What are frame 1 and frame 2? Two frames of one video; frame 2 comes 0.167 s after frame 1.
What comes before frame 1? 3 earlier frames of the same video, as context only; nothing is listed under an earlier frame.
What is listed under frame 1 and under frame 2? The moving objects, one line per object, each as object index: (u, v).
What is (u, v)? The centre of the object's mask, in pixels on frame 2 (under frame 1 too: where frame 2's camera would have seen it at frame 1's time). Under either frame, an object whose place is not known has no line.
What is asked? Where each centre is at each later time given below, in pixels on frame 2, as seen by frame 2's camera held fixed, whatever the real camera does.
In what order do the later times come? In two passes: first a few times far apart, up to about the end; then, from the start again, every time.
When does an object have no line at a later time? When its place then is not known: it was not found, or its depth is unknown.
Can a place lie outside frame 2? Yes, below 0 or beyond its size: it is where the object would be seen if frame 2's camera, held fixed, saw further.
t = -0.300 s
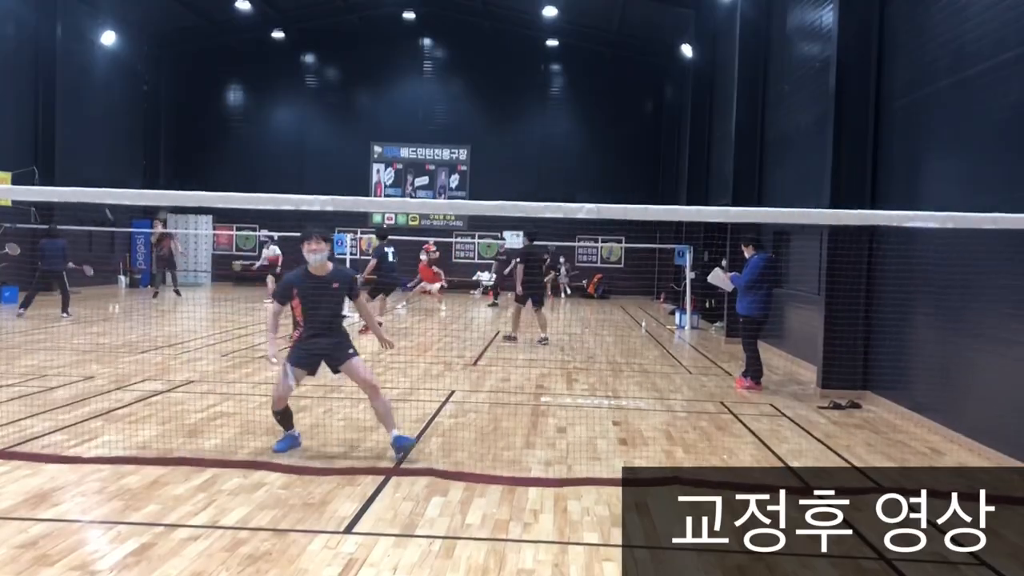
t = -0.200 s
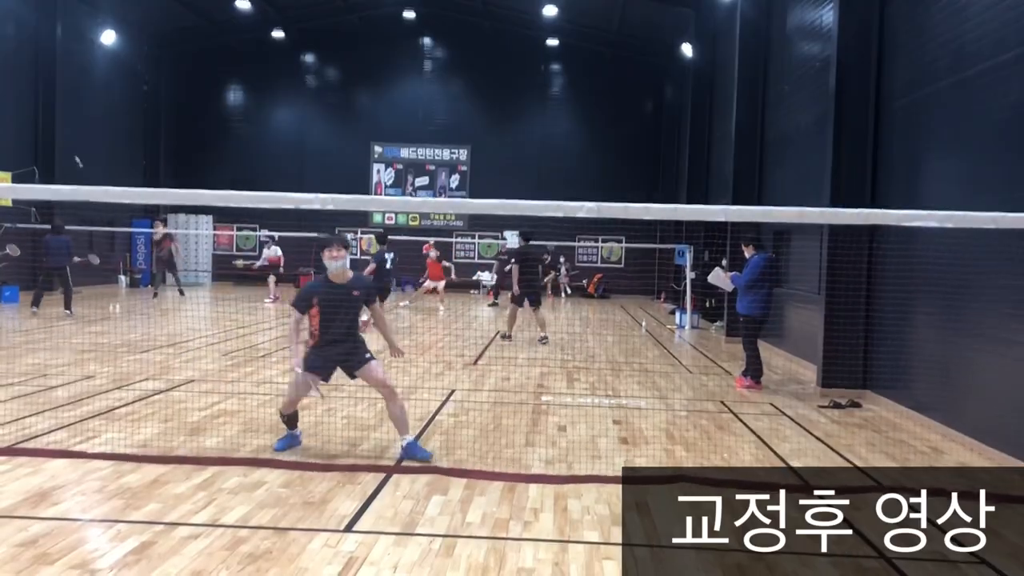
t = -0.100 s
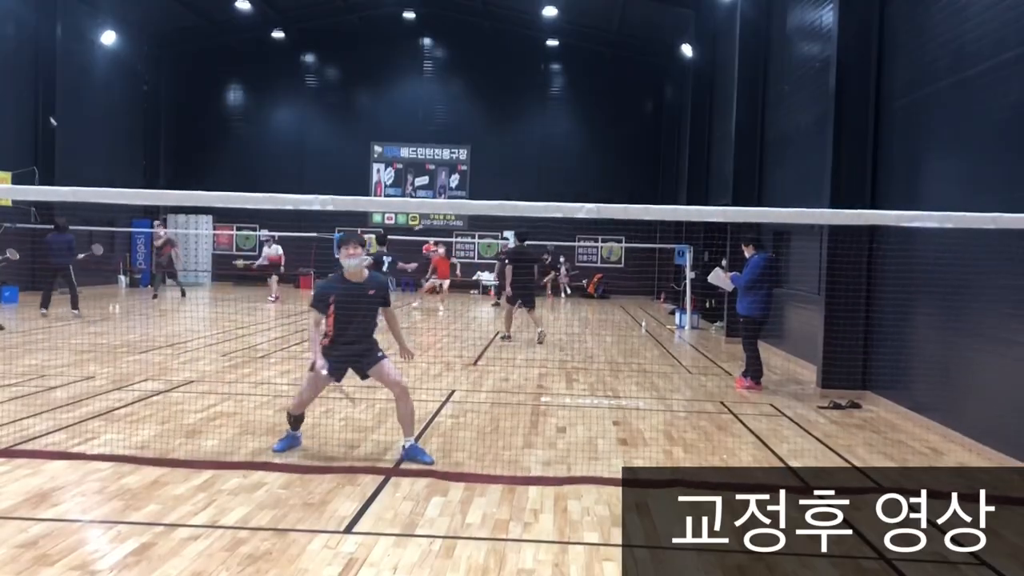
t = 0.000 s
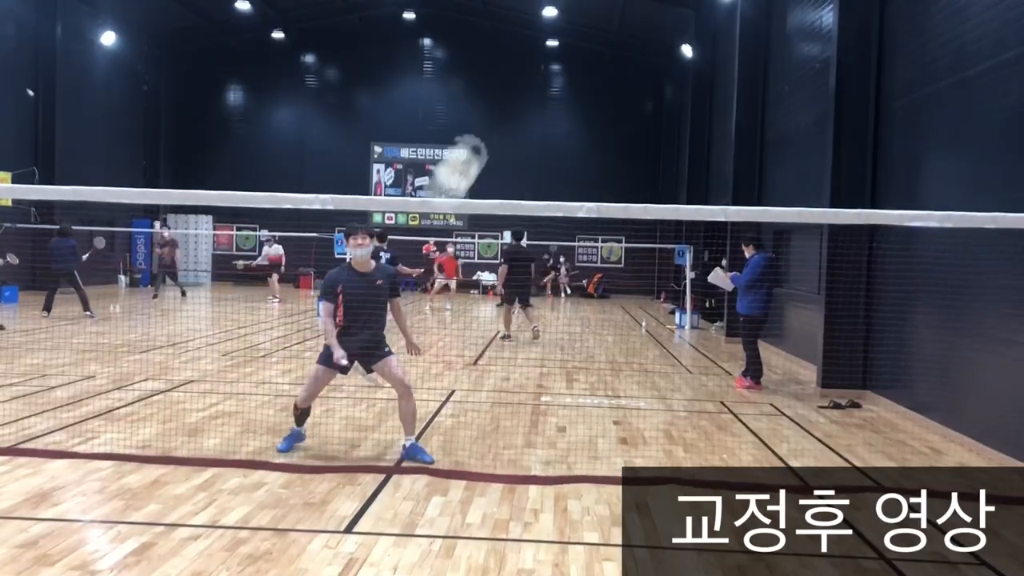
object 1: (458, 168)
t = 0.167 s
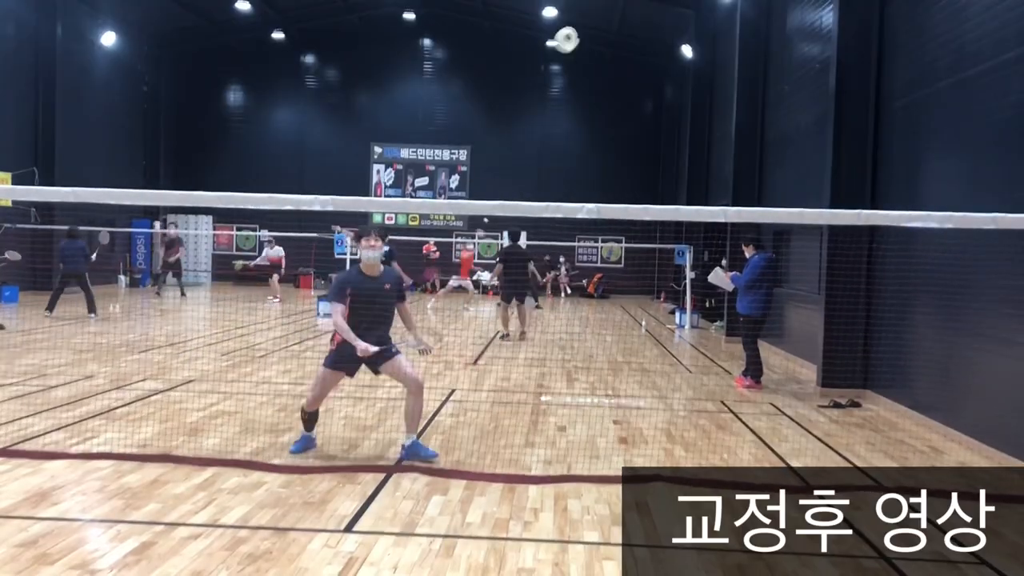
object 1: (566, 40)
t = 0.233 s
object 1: (581, 34)
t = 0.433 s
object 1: (605, 84)
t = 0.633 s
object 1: (618, 174)
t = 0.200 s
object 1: (576, 34)
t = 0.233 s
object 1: (581, 34)
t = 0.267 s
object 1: (585, 39)
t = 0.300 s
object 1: (590, 46)
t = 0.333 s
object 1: (596, 54)
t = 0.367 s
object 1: (600, 62)
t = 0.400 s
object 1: (603, 71)
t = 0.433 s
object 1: (605, 84)
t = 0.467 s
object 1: (608, 98)
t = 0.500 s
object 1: (611, 112)
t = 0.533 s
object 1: (613, 126)
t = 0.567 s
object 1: (615, 141)
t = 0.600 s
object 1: (616, 156)
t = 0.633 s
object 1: (618, 174)
